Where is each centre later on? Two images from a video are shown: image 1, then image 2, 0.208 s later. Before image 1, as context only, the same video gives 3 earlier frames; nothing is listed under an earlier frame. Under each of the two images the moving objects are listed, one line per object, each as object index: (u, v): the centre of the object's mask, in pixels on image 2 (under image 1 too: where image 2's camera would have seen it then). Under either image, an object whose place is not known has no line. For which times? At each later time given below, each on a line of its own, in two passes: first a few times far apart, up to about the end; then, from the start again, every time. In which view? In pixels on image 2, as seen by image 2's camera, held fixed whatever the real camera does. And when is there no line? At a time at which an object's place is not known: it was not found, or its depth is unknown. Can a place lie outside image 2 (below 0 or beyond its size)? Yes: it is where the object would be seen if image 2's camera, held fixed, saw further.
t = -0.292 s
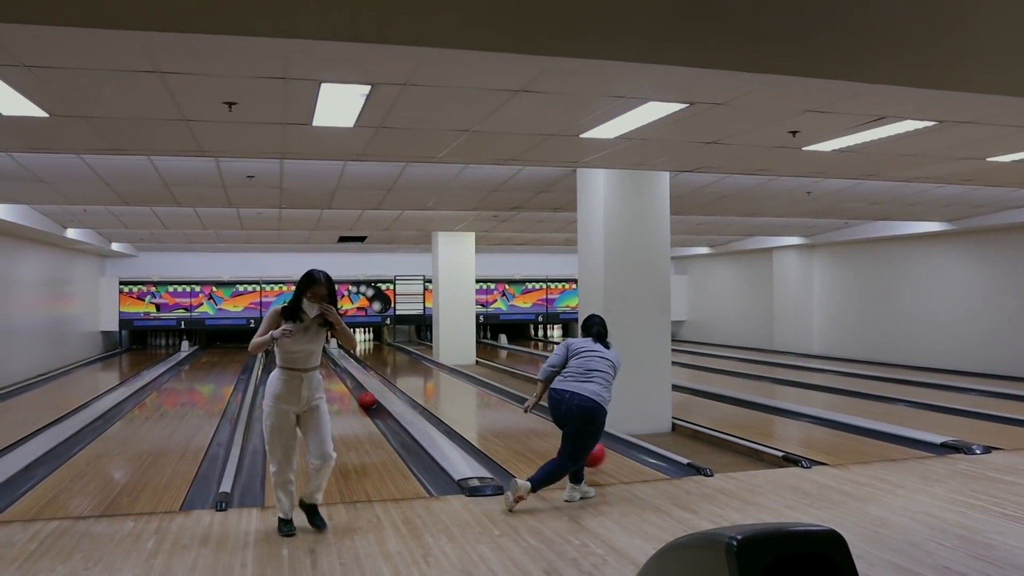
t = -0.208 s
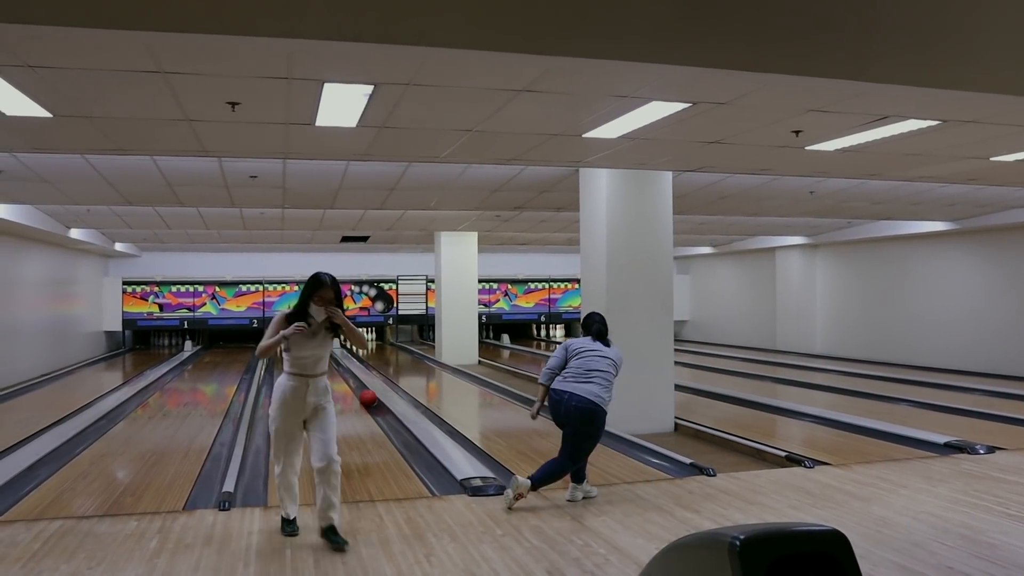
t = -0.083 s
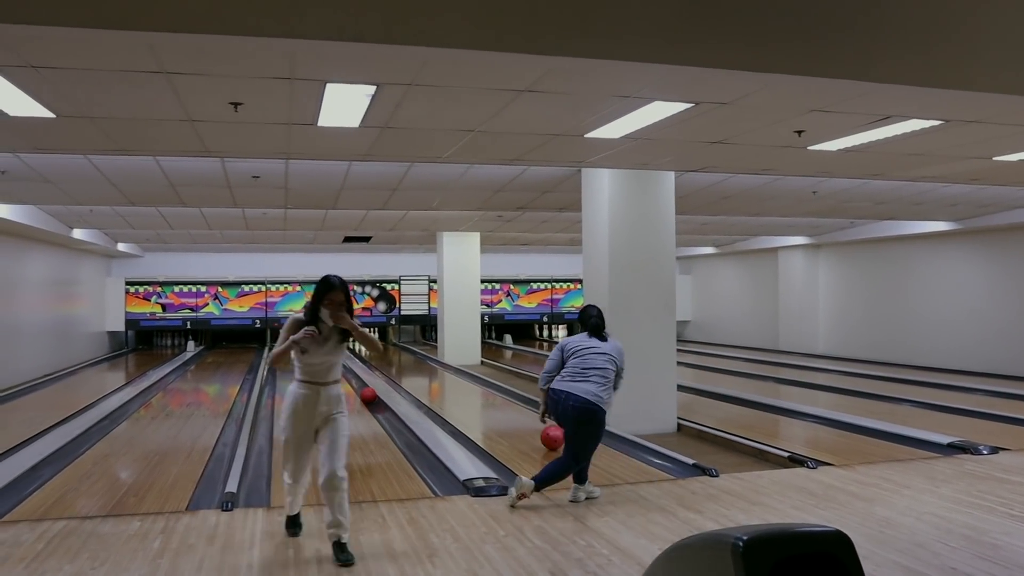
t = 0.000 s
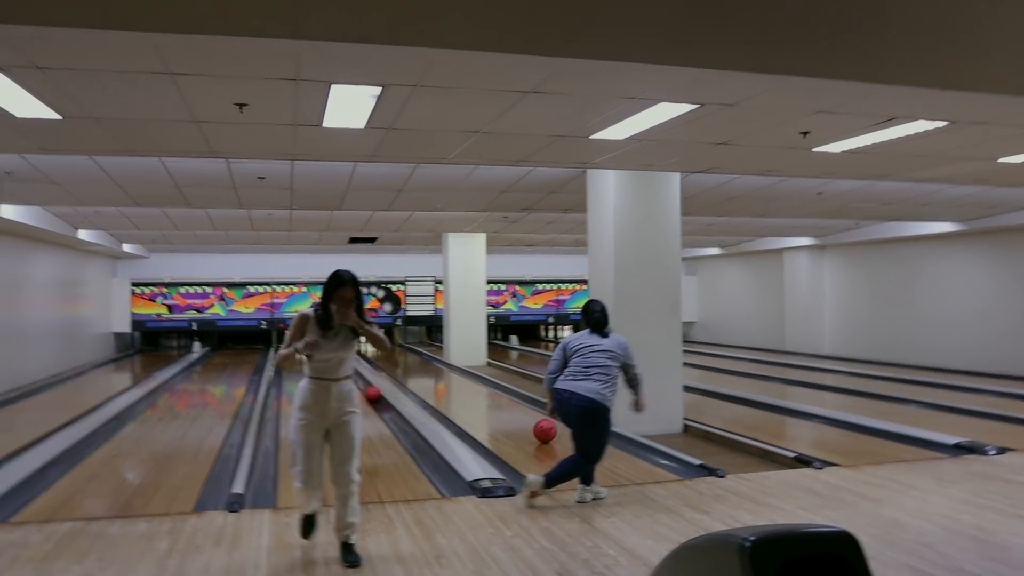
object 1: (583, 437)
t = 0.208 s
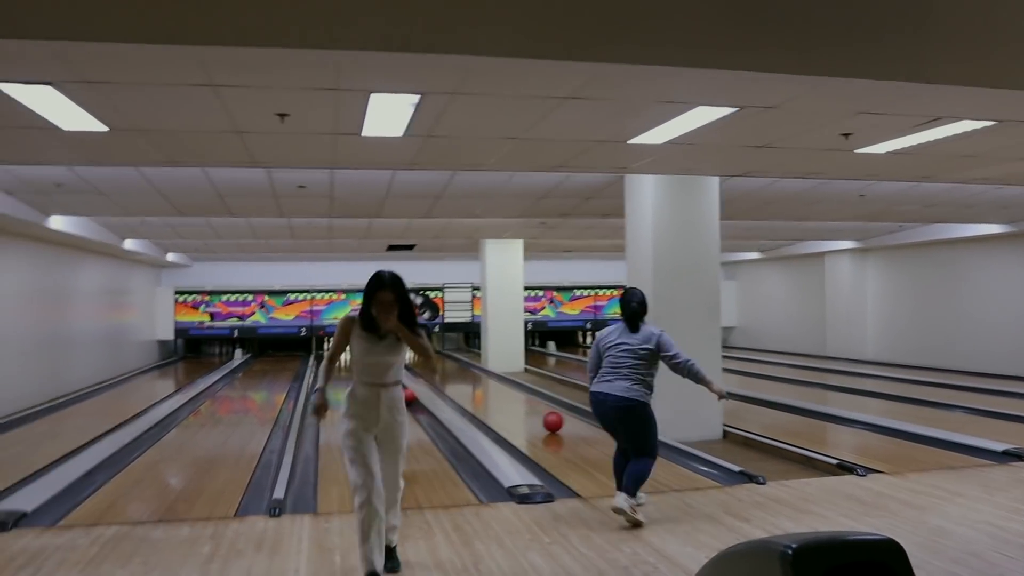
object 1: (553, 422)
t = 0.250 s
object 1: (548, 419)
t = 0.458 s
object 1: (526, 408)
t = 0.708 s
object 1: (503, 399)
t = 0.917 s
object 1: (487, 392)
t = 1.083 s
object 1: (475, 387)
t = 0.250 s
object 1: (548, 419)
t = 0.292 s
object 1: (543, 417)
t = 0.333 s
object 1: (539, 415)
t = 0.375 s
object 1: (535, 413)
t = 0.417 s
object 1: (530, 410)
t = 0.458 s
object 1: (526, 408)
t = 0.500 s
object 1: (522, 407)
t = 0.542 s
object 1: (517, 405)
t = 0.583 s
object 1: (513, 403)
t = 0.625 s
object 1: (510, 402)
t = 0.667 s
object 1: (506, 400)
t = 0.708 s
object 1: (503, 399)
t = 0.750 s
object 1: (500, 397)
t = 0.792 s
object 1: (496, 396)
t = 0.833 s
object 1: (493, 395)
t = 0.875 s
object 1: (490, 394)
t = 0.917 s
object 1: (487, 392)
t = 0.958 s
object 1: (484, 391)
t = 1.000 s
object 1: (482, 390)
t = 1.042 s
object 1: (479, 389)
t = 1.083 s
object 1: (475, 387)
